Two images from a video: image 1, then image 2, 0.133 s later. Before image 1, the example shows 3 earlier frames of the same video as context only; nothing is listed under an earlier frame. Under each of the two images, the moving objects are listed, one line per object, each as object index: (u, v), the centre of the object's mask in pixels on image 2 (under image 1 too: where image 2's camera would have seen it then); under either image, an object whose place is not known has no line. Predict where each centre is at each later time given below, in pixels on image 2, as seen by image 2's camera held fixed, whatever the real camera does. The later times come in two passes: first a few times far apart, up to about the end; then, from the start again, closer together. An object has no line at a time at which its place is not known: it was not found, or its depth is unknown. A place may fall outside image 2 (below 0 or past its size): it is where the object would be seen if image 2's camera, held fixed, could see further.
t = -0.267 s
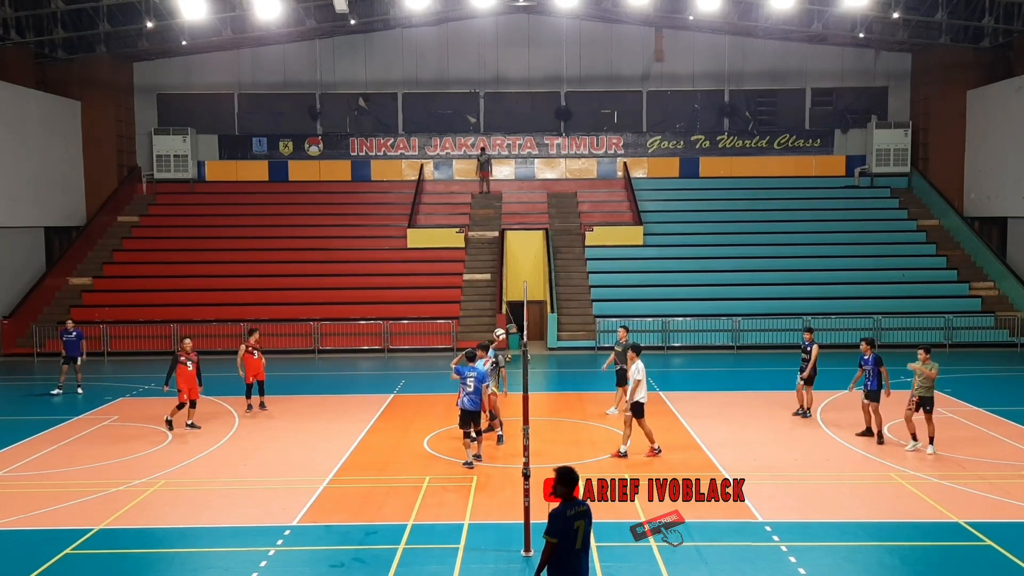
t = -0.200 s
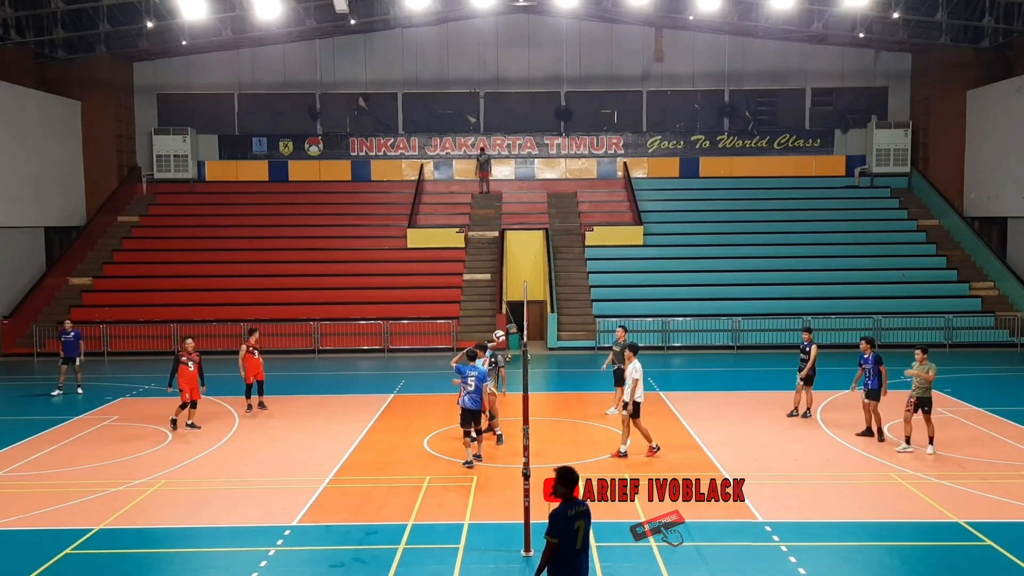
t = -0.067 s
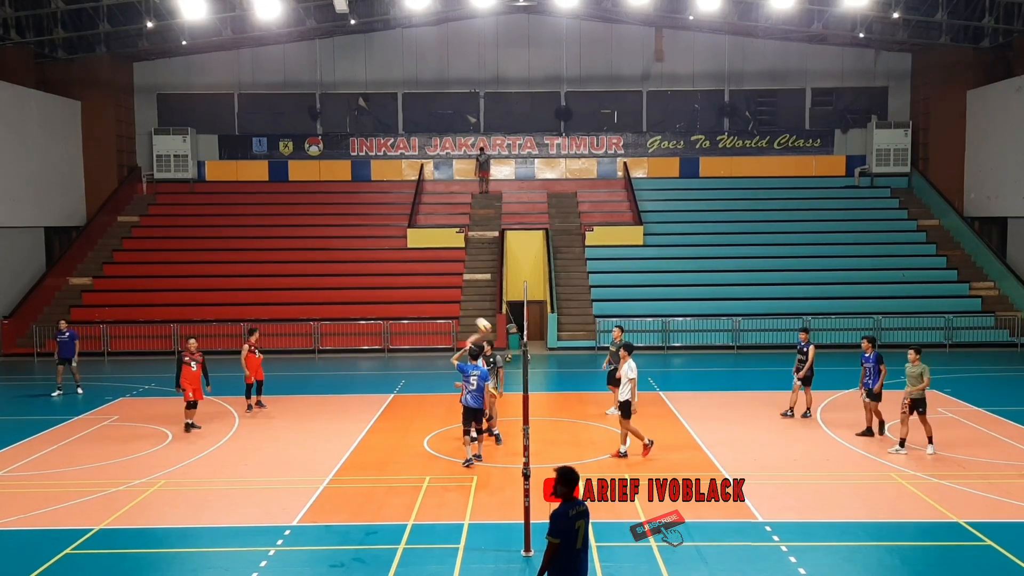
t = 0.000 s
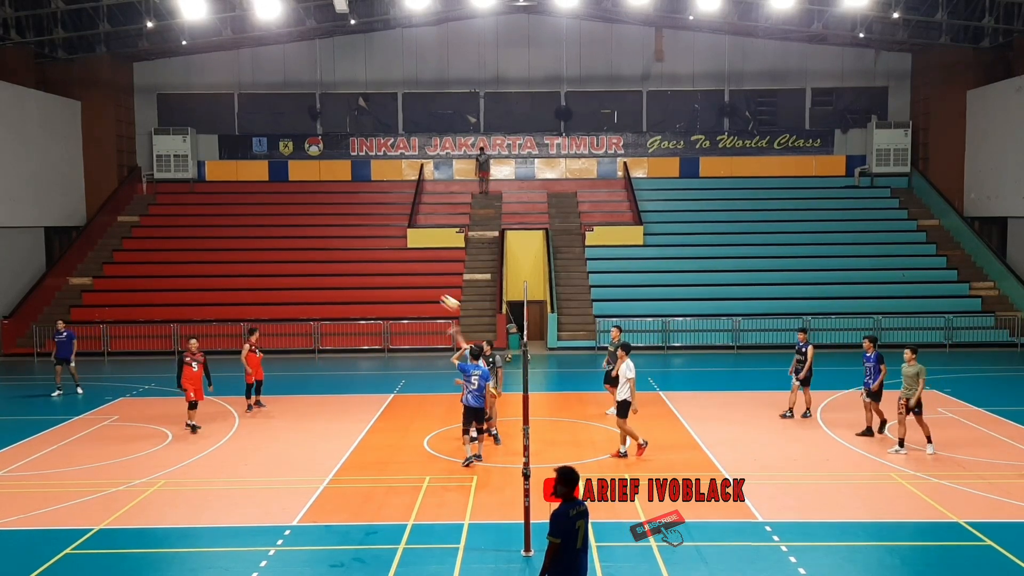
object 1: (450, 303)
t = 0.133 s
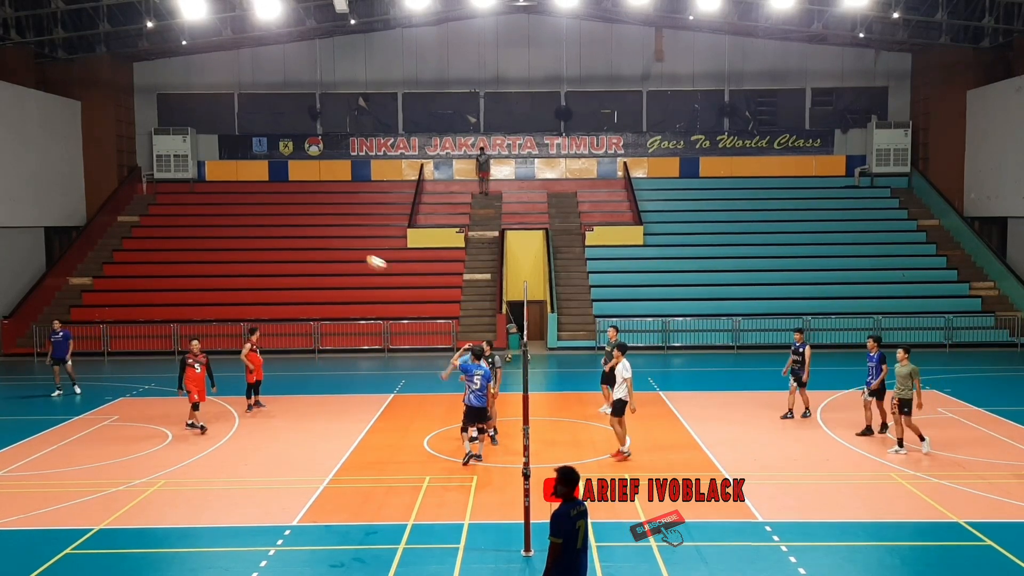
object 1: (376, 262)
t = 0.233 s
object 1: (319, 238)
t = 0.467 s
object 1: (188, 203)
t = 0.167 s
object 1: (357, 254)
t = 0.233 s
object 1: (319, 238)
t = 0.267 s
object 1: (300, 232)
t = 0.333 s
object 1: (263, 220)
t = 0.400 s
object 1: (226, 210)
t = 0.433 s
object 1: (207, 206)
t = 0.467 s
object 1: (188, 203)
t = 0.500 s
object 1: (169, 200)
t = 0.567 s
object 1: (131, 197)
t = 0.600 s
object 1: (112, 196)
